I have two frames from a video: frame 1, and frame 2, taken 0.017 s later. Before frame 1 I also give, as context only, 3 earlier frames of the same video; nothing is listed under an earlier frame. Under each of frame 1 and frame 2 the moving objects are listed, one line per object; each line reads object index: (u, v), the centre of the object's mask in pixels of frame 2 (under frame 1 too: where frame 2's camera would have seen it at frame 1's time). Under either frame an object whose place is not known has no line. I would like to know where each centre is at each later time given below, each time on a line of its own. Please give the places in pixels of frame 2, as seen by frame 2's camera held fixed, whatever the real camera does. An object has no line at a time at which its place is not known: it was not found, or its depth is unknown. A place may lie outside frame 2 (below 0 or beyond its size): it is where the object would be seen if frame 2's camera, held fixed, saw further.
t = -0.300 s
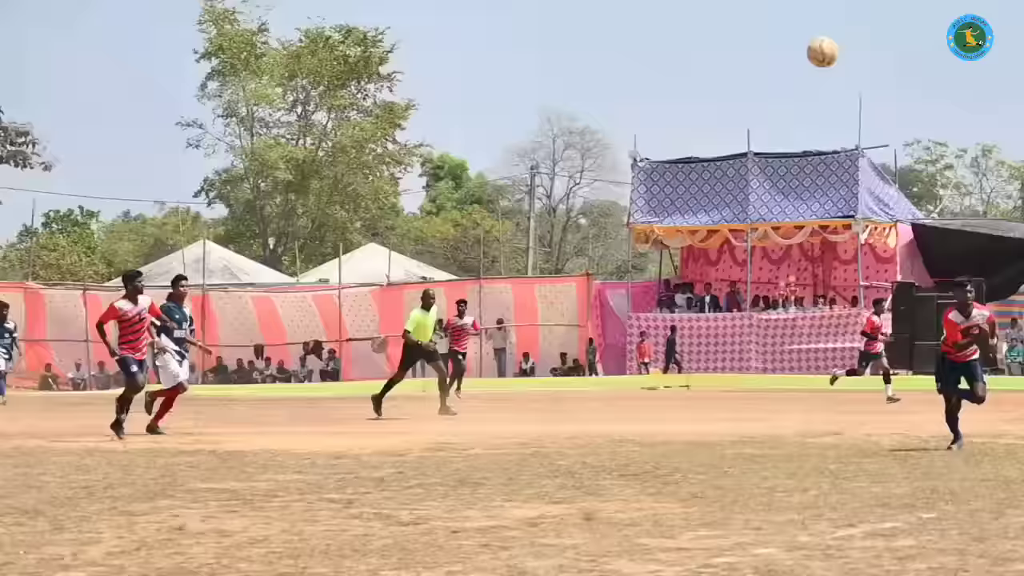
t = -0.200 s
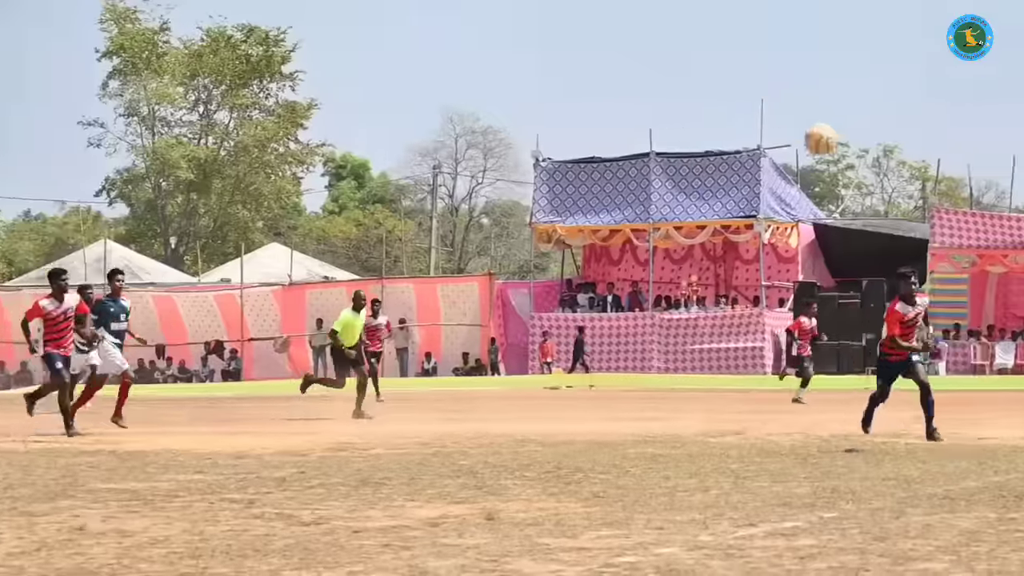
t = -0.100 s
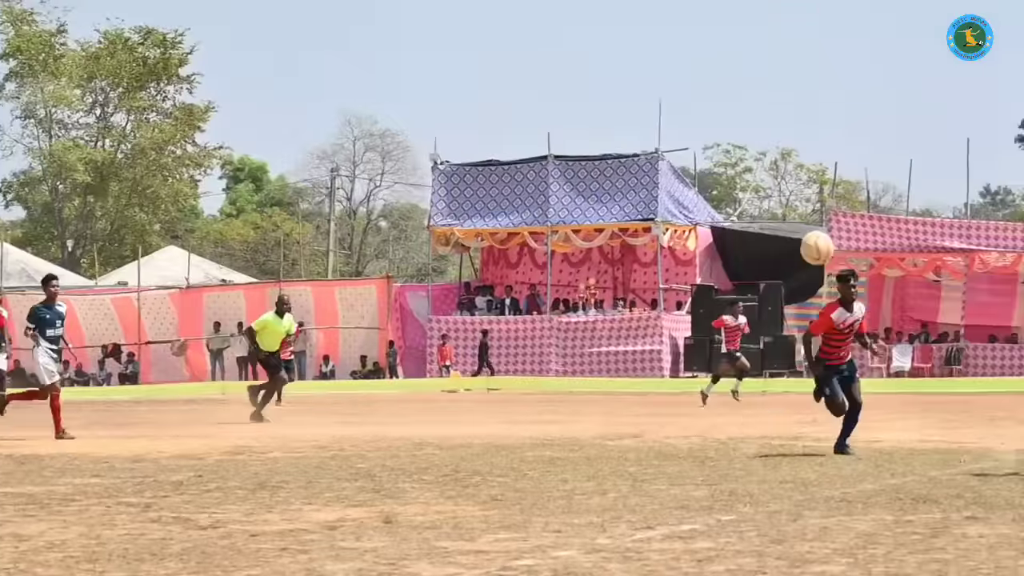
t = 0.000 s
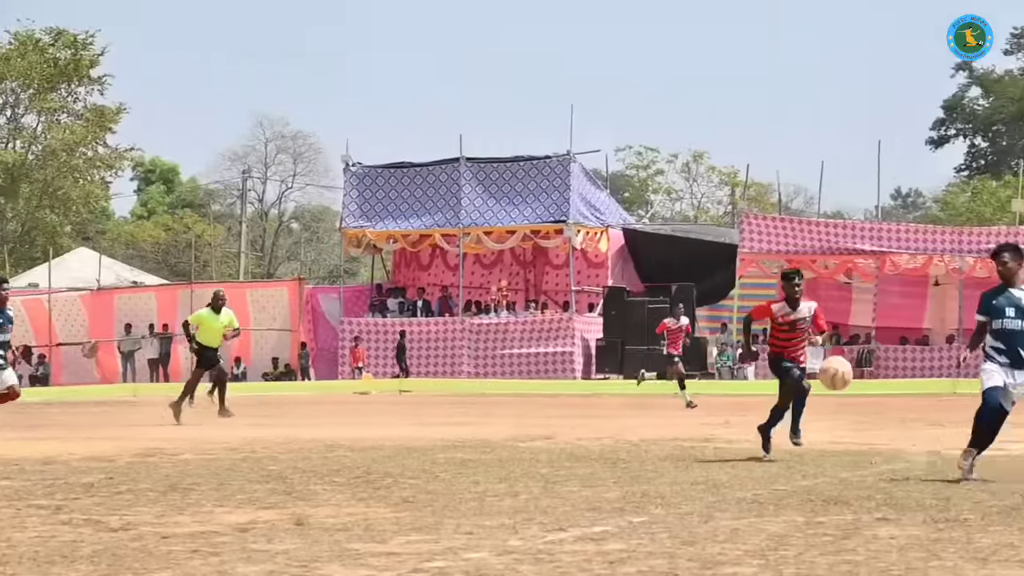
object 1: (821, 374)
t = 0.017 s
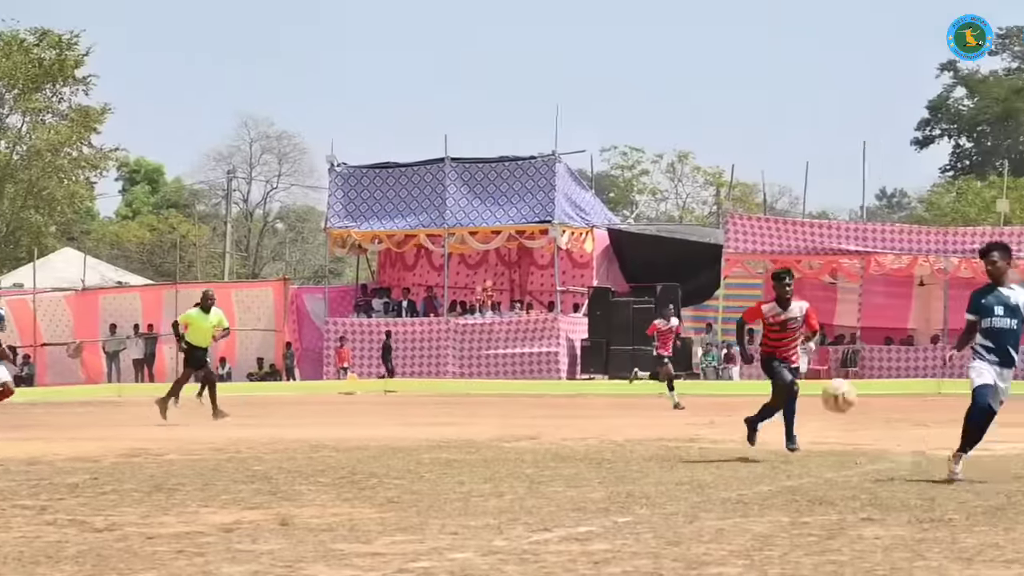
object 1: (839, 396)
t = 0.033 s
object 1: (856, 419)
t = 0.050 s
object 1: (873, 442)
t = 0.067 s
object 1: (891, 466)
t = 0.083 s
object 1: (905, 476)
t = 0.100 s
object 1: (910, 459)
